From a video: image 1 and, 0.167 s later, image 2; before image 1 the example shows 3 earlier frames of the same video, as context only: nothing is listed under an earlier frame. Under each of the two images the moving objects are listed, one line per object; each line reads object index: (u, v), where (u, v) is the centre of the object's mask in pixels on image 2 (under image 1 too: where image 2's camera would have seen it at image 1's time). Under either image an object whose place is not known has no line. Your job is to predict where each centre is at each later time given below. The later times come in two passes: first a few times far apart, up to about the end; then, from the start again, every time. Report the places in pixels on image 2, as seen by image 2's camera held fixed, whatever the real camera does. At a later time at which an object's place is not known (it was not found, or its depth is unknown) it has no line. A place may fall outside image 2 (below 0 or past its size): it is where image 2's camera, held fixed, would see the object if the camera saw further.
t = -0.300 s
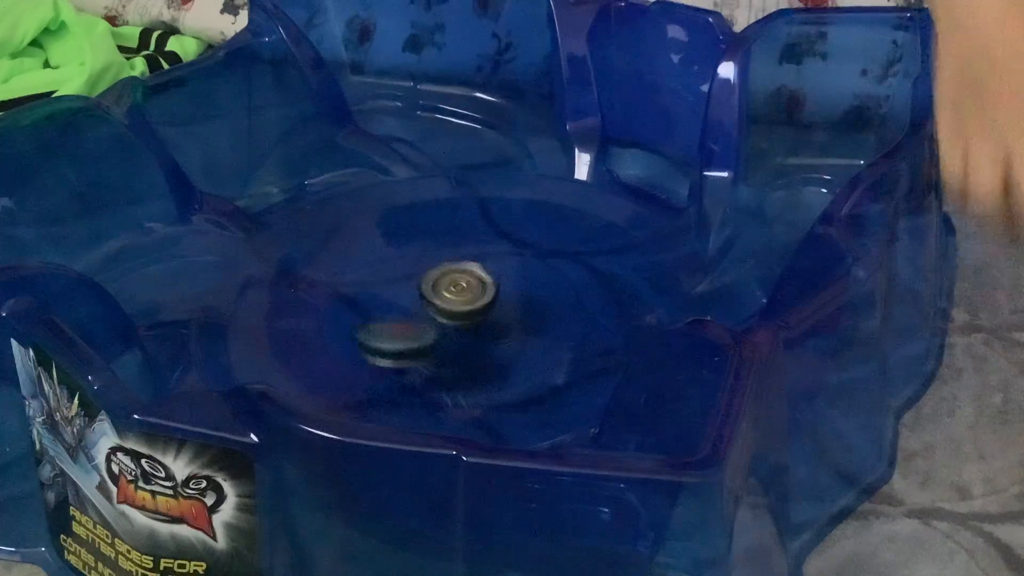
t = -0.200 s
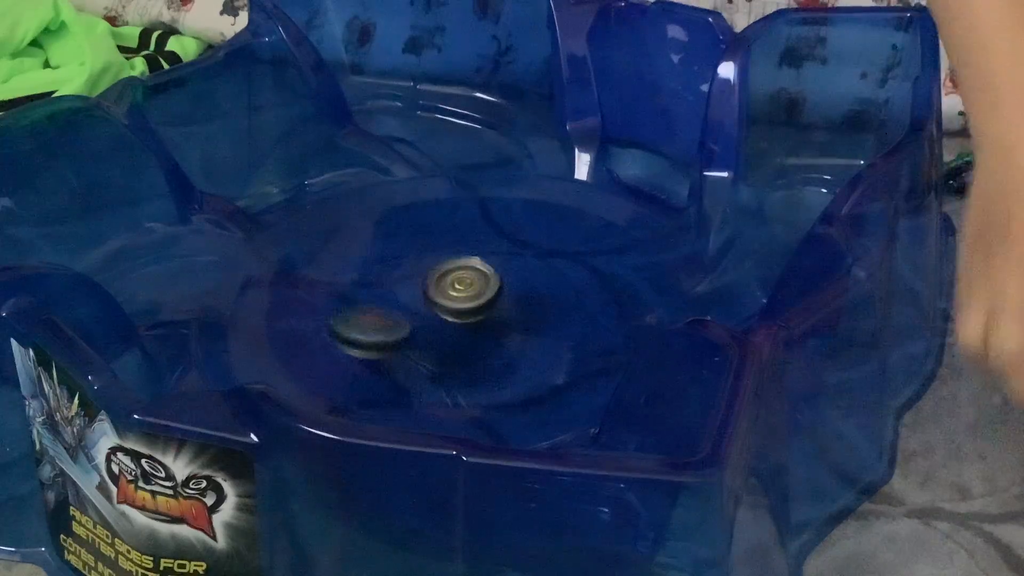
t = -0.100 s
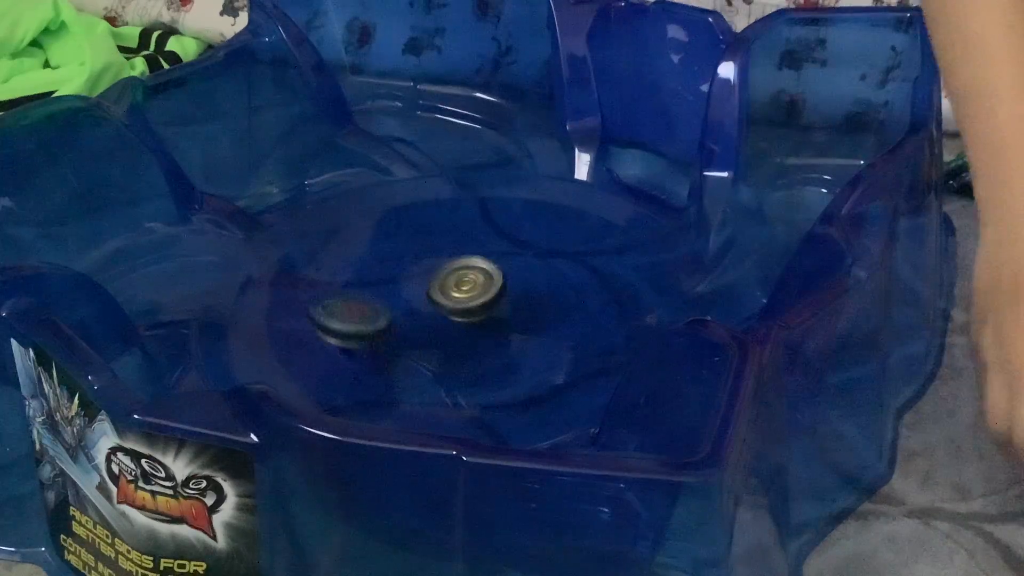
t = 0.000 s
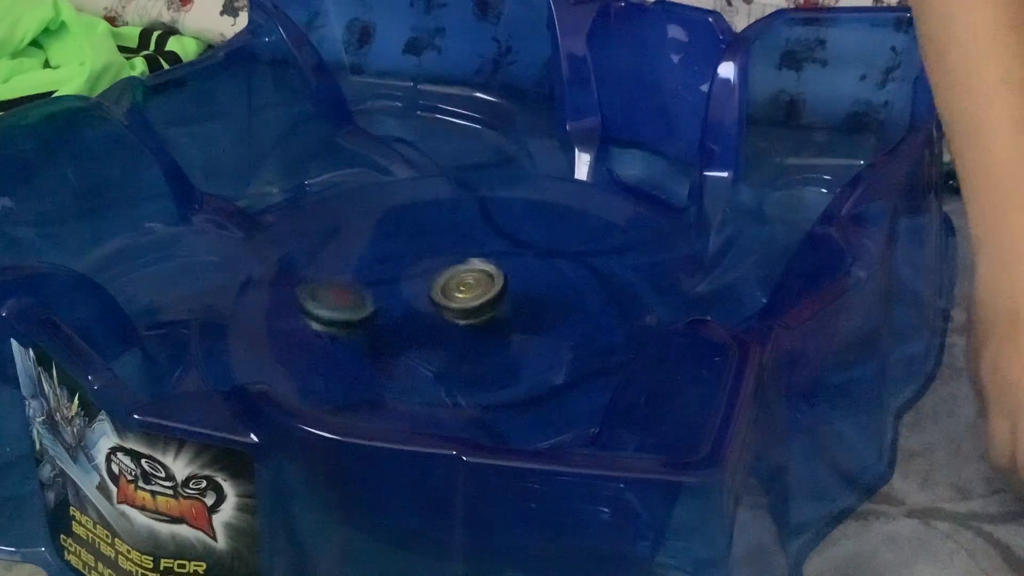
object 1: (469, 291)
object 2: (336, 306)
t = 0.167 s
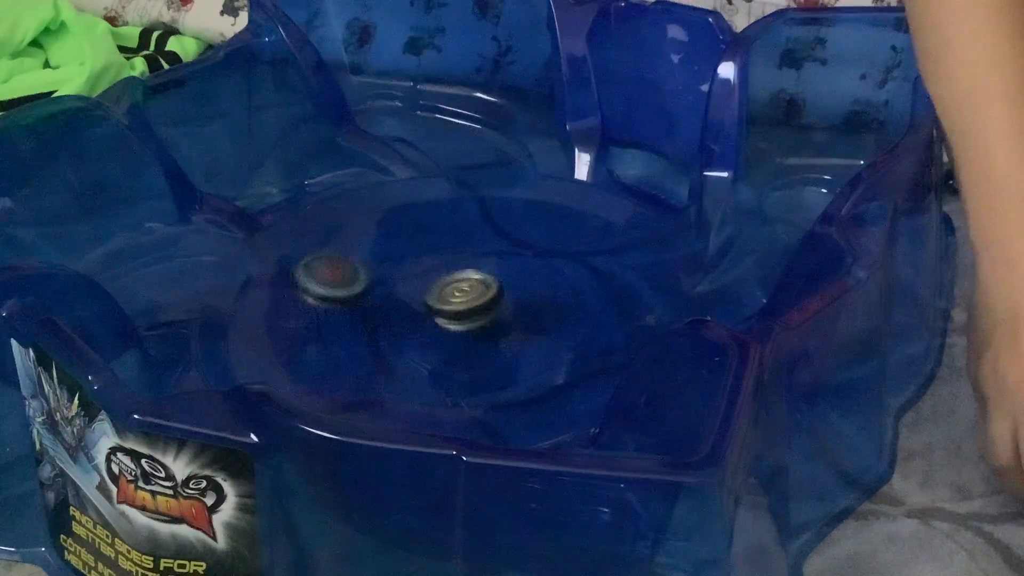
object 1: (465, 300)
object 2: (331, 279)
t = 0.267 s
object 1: (460, 303)
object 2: (340, 264)
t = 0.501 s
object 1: (444, 303)
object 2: (385, 235)
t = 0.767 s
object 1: (446, 294)
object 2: (460, 224)
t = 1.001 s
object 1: (461, 294)
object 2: (521, 240)
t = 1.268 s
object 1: (464, 305)
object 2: (563, 278)
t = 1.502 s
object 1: (456, 307)
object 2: (559, 313)
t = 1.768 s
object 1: (453, 298)
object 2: (498, 341)
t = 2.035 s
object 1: (465, 289)
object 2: (418, 337)
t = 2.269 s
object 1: (468, 291)
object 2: (370, 312)
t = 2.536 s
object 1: (456, 302)
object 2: (365, 271)
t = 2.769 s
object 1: (443, 298)
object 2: (401, 244)
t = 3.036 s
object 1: (447, 294)
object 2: (468, 234)
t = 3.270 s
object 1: (456, 300)
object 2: (520, 250)
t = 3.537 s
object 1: (450, 308)
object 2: (553, 289)
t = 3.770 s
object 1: (445, 301)
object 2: (549, 318)
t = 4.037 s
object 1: (458, 293)
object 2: (486, 337)
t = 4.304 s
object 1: (468, 280)
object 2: (412, 330)
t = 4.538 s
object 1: (485, 289)
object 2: (340, 290)
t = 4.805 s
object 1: (458, 304)
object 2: (319, 235)
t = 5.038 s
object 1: (433, 297)
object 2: (367, 208)
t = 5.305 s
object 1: (450, 291)
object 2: (455, 218)
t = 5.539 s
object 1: (447, 319)
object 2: (520, 265)
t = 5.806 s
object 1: (423, 314)
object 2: (551, 329)
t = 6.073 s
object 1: (464, 298)
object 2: (494, 373)
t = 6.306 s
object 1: (472, 315)
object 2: (413, 369)
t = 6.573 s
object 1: (449, 309)
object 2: (367, 317)
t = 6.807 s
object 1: (464, 297)
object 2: (382, 260)
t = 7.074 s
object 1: (459, 309)
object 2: (459, 216)
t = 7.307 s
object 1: (450, 307)
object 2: (535, 218)
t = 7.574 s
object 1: (462, 296)
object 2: (570, 269)
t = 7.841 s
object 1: (461, 302)
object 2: (511, 325)
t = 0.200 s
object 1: (464, 301)
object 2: (332, 274)
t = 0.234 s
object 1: (462, 302)
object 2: (335, 268)
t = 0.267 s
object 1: (460, 303)
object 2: (340, 264)
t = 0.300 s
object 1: (456, 304)
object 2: (344, 260)
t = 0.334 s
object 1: (454, 304)
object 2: (350, 255)
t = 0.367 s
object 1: (452, 305)
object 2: (356, 249)
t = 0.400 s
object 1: (449, 305)
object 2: (362, 246)
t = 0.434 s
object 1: (447, 304)
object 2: (369, 241)
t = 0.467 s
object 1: (445, 304)
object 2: (376, 239)
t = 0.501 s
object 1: (444, 303)
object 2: (385, 235)
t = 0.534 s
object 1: (442, 302)
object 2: (393, 234)
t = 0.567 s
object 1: (442, 301)
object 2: (403, 231)
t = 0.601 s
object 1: (442, 300)
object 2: (412, 228)
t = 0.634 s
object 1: (443, 298)
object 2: (421, 227)
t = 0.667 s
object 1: (443, 297)
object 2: (431, 225)
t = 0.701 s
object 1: (444, 296)
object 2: (440, 224)
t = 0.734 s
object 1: (445, 295)
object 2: (450, 224)
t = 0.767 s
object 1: (446, 294)
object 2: (460, 224)
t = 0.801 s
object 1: (447, 293)
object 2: (468, 224)
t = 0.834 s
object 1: (449, 292)
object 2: (478, 225)
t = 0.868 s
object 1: (451, 292)
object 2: (488, 228)
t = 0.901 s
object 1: (453, 292)
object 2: (496, 231)
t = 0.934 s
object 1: (456, 292)
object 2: (505, 234)
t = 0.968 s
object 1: (457, 293)
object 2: (514, 237)
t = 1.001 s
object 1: (461, 294)
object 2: (521, 240)
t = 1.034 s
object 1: (462, 295)
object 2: (529, 244)
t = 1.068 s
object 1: (463, 296)
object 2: (535, 248)
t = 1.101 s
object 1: (463, 298)
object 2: (541, 251)
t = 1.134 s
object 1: (465, 299)
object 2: (548, 256)
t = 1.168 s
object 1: (465, 301)
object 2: (552, 261)
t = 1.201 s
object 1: (465, 303)
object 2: (556, 266)
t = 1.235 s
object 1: (465, 304)
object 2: (560, 273)
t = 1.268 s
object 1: (464, 305)
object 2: (563, 278)
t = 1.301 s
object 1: (463, 306)
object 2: (564, 284)
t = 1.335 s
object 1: (462, 307)
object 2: (565, 290)
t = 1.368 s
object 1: (461, 307)
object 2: (566, 294)
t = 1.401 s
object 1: (460, 308)
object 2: (565, 299)
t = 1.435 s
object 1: (459, 308)
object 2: (564, 304)
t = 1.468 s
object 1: (457, 308)
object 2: (561, 308)
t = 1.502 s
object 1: (456, 307)
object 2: (559, 313)
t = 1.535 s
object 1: (454, 307)
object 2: (554, 318)
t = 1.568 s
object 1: (453, 306)
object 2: (549, 322)
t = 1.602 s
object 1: (452, 305)
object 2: (542, 326)
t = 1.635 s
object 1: (452, 303)
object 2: (534, 330)
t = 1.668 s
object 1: (452, 303)
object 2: (526, 334)
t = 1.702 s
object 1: (452, 301)
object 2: (516, 336)
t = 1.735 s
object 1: (452, 300)
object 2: (507, 339)
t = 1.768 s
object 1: (453, 298)
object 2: (498, 341)
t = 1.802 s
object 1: (454, 295)
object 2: (487, 342)
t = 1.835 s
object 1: (455, 293)
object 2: (478, 342)
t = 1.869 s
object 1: (456, 292)
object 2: (466, 343)
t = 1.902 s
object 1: (457, 291)
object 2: (457, 343)
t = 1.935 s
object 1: (459, 290)
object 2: (447, 342)
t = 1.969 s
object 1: (460, 288)
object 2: (438, 341)
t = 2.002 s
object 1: (462, 289)
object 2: (428, 339)
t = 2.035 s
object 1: (465, 289)
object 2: (418, 337)
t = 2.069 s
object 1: (467, 288)
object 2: (410, 335)
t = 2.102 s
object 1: (467, 288)
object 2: (401, 332)
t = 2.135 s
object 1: (467, 288)
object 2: (393, 329)
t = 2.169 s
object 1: (469, 288)
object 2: (385, 324)
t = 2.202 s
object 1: (469, 289)
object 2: (380, 320)
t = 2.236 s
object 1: (469, 290)
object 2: (373, 315)
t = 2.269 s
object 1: (468, 291)
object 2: (370, 312)
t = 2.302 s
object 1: (467, 293)
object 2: (366, 307)
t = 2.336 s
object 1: (466, 294)
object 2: (362, 301)
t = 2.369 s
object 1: (465, 296)
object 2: (361, 298)
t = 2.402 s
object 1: (464, 298)
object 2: (361, 293)
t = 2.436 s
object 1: (462, 299)
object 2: (360, 287)
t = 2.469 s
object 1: (461, 300)
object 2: (360, 283)
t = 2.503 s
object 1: (459, 301)
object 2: (361, 278)
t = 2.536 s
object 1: (456, 302)
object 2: (365, 271)
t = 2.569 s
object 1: (454, 302)
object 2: (368, 267)
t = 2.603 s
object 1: (452, 302)
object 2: (372, 261)
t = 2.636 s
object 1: (450, 302)
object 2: (377, 257)
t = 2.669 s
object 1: (448, 301)
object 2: (383, 252)
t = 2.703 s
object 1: (446, 300)
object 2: (388, 248)
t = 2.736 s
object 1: (445, 300)
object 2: (395, 247)
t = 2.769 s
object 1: (443, 298)
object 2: (401, 244)
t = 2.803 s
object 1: (443, 298)
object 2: (410, 240)
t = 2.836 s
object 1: (443, 297)
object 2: (417, 238)
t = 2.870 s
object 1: (443, 296)
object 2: (425, 236)
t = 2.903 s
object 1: (443, 295)
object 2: (433, 235)
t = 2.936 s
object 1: (443, 294)
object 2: (441, 234)
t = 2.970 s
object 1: (444, 293)
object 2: (450, 234)
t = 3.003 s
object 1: (445, 293)
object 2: (459, 234)
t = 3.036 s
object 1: (447, 294)
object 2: (468, 234)
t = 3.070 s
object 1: (448, 295)
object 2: (477, 235)
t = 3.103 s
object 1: (449, 295)
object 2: (485, 237)
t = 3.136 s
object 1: (450, 296)
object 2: (492, 239)
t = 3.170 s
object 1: (452, 297)
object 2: (500, 242)
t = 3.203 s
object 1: (453, 298)
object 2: (507, 245)
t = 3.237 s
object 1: (454, 299)
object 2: (514, 247)
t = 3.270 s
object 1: (456, 300)
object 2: (520, 250)
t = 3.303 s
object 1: (458, 301)
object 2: (525, 255)
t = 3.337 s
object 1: (458, 303)
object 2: (529, 258)
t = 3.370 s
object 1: (459, 303)
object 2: (534, 263)
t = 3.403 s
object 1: (459, 305)
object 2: (537, 268)
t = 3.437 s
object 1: (459, 306)
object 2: (540, 275)
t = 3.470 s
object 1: (455, 307)
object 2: (545, 279)
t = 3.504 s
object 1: (451, 308)
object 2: (549, 284)
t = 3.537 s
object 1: (450, 308)
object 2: (553, 289)
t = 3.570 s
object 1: (449, 308)
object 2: (555, 293)
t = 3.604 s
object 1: (448, 307)
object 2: (555, 297)
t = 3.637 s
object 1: (446, 306)
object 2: (556, 300)
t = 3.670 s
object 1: (444, 306)
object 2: (556, 304)
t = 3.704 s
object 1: (443, 304)
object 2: (554, 309)
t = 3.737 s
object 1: (444, 303)
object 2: (553, 313)
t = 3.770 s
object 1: (445, 301)
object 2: (549, 318)
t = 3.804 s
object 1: (445, 300)
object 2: (544, 322)
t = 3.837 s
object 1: (446, 298)
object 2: (537, 325)
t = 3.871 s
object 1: (448, 297)
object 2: (531, 330)
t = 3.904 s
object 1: (450, 296)
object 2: (522, 332)
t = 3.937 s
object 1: (452, 296)
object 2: (513, 334)
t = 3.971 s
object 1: (453, 294)
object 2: (504, 336)
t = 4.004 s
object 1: (455, 294)
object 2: (496, 337)
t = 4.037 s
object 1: (458, 293)
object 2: (486, 337)
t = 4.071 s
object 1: (461, 290)
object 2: (477, 338)
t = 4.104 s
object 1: (463, 287)
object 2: (466, 343)
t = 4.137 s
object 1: (464, 283)
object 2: (456, 343)
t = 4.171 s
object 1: (466, 281)
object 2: (446, 342)
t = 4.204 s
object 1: (467, 279)
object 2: (437, 340)
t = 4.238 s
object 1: (468, 279)
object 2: (429, 339)
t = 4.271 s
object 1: (468, 280)
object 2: (422, 335)
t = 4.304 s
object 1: (468, 280)
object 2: (412, 330)
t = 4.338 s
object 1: (468, 282)
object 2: (406, 326)
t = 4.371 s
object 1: (468, 283)
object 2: (399, 321)
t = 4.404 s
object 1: (468, 285)
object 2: (391, 316)
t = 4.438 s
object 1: (478, 282)
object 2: (374, 312)
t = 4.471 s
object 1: (484, 283)
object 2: (362, 305)
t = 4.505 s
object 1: (487, 285)
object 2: (350, 299)
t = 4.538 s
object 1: (485, 289)
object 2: (340, 290)
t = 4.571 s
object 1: (483, 290)
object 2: (332, 284)
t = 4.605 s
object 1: (481, 293)
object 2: (325, 278)
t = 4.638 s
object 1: (479, 295)
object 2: (320, 270)
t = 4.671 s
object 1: (477, 298)
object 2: (317, 263)
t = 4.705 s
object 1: (471, 300)
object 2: (315, 256)
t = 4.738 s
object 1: (468, 302)
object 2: (315, 249)
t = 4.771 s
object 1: (462, 303)
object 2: (317, 242)
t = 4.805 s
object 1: (458, 304)
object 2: (319, 235)
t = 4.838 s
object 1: (452, 305)
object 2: (323, 229)
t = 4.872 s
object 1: (447, 305)
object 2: (328, 225)
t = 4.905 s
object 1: (441, 304)
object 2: (335, 220)
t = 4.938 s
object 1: (438, 302)
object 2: (341, 216)
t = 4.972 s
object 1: (435, 301)
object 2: (350, 213)
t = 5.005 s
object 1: (434, 299)
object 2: (358, 211)
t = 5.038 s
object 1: (433, 297)
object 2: (367, 208)
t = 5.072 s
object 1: (434, 295)
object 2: (377, 207)
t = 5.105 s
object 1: (436, 293)
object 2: (386, 205)
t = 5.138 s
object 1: (437, 292)
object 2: (398, 206)
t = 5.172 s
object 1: (440, 290)
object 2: (409, 209)
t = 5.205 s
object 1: (441, 290)
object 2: (419, 208)
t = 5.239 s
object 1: (445, 290)
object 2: (431, 209)
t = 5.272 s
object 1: (448, 292)
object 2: (444, 213)
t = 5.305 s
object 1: (450, 291)
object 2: (455, 218)
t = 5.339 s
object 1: (453, 294)
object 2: (466, 223)
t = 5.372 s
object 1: (456, 296)
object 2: (476, 230)
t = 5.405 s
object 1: (460, 299)
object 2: (485, 236)
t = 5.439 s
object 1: (461, 302)
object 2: (495, 243)
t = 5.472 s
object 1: (463, 304)
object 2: (505, 249)
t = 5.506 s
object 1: (455, 312)
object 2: (512, 257)
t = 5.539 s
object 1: (447, 319)
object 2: (520, 265)
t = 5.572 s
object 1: (443, 327)
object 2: (528, 271)
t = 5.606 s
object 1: (438, 328)
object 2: (535, 281)
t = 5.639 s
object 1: (434, 328)
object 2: (540, 290)
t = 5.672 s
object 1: (430, 328)
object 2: (545, 298)
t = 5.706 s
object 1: (427, 328)
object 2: (547, 305)
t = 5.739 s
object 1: (424, 325)
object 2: (551, 313)
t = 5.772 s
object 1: (423, 319)
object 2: (553, 321)
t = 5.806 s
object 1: (423, 314)
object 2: (551, 329)
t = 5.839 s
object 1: (426, 310)
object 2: (549, 336)
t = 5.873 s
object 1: (431, 307)
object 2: (546, 344)
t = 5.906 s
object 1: (437, 306)
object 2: (541, 350)
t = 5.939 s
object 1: (443, 302)
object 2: (533, 356)
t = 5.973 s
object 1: (449, 300)
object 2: (525, 362)
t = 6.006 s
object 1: (453, 298)
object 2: (518, 367)
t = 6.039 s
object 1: (460, 297)
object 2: (507, 370)
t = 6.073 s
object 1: (464, 298)
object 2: (494, 373)
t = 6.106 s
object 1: (469, 297)
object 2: (483, 377)
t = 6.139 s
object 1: (473, 298)
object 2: (472, 377)
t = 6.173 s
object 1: (475, 303)
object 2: (458, 378)
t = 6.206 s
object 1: (477, 303)
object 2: (446, 378)
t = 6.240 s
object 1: (476, 305)
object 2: (434, 375)
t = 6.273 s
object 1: (474, 312)
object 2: (423, 374)
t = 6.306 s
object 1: (472, 315)
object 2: (413, 369)
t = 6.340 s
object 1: (472, 317)
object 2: (402, 365)
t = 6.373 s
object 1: (468, 323)
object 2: (395, 360)
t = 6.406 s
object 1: (465, 323)
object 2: (388, 355)
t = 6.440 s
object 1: (456, 322)
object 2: (383, 347)
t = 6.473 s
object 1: (452, 317)
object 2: (379, 342)
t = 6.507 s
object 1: (449, 319)
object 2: (375, 332)
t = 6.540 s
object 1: (447, 313)
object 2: (370, 326)
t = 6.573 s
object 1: (449, 309)
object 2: (367, 317)
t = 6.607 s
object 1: (454, 306)
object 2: (367, 311)
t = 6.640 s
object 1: (454, 302)
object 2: (364, 301)
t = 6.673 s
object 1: (458, 299)
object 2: (367, 294)
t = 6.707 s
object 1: (458, 293)
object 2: (368, 286)
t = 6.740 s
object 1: (463, 290)
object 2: (371, 277)
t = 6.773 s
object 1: (463, 294)
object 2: (376, 269)
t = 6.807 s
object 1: (464, 297)
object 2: (382, 260)
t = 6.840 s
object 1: (463, 297)
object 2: (389, 252)
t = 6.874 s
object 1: (465, 299)
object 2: (397, 245)
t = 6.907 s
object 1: (464, 303)
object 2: (406, 239)
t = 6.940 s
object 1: (466, 303)
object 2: (416, 233)
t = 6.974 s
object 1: (466, 306)
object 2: (426, 228)
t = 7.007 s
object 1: (463, 309)
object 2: (438, 222)
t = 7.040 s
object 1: (465, 311)
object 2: (449, 218)
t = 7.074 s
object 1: (459, 309)
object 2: (459, 216)
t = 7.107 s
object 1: (459, 314)
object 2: (471, 213)
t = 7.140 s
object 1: (456, 314)
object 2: (482, 211)
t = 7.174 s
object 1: (454, 314)
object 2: (493, 211)
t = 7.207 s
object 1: (451, 310)
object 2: (505, 212)
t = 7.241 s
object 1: (448, 307)
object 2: (514, 214)
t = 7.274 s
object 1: (449, 307)
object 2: (525, 217)
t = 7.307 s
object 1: (450, 307)
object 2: (535, 218)
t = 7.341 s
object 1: (450, 304)
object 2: (543, 221)
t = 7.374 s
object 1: (451, 302)
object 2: (552, 226)
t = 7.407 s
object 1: (453, 297)
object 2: (557, 231)
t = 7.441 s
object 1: (456, 296)
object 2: (563, 238)
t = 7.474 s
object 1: (459, 296)
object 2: (567, 243)
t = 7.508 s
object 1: (461, 295)
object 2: (569, 252)
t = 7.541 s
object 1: (462, 295)
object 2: (571, 260)
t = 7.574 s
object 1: (462, 296)
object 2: (570, 269)
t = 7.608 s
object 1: (464, 295)
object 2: (569, 277)
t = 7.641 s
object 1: (465, 296)
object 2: (564, 285)
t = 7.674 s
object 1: (467, 298)
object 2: (559, 292)
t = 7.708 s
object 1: (469, 299)
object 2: (553, 300)
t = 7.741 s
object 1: (468, 301)
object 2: (544, 307)
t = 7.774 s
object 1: (466, 302)
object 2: (534, 314)
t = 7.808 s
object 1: (464, 303)
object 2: (523, 320)
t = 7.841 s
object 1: (461, 302)
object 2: (511, 325)
